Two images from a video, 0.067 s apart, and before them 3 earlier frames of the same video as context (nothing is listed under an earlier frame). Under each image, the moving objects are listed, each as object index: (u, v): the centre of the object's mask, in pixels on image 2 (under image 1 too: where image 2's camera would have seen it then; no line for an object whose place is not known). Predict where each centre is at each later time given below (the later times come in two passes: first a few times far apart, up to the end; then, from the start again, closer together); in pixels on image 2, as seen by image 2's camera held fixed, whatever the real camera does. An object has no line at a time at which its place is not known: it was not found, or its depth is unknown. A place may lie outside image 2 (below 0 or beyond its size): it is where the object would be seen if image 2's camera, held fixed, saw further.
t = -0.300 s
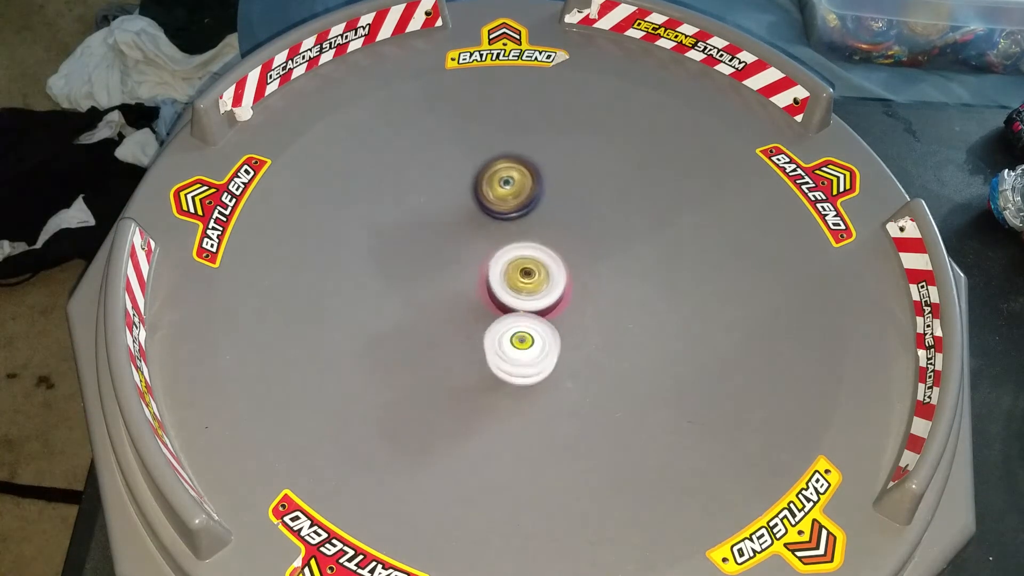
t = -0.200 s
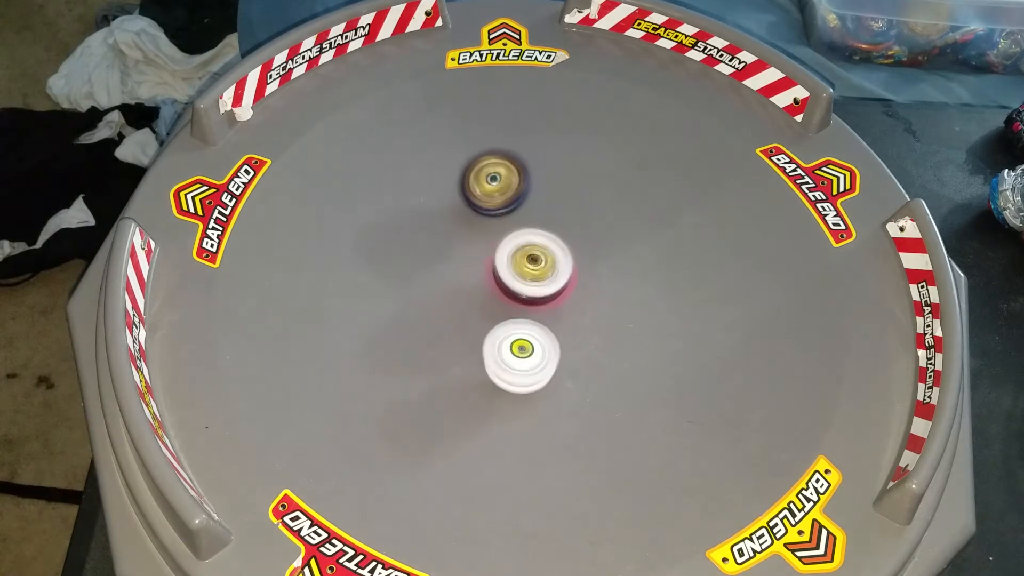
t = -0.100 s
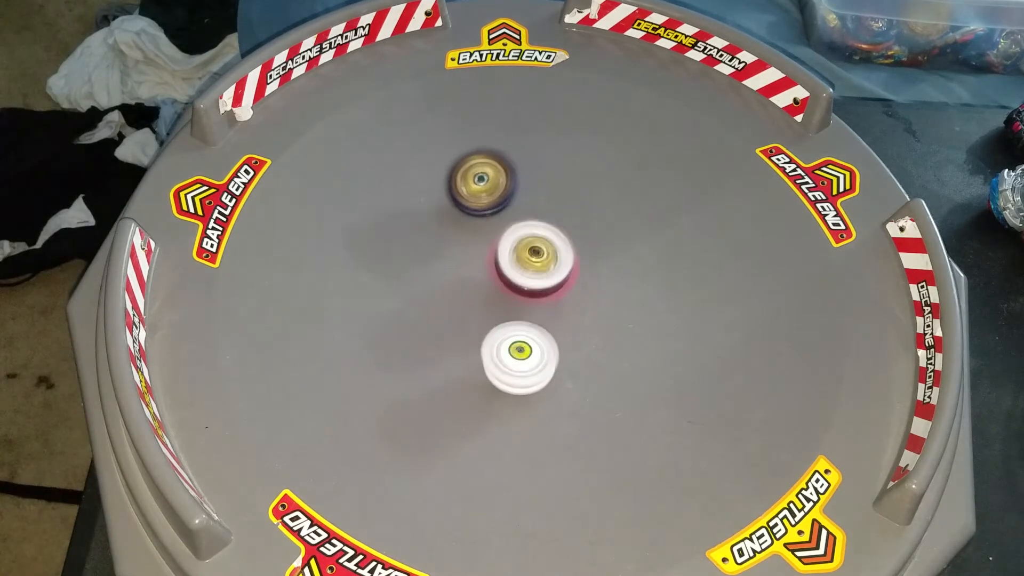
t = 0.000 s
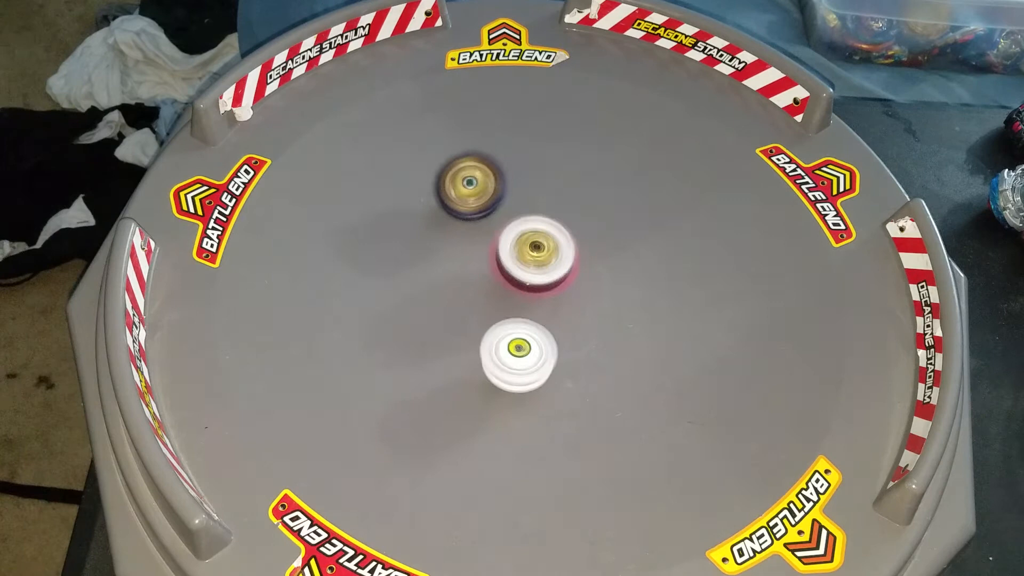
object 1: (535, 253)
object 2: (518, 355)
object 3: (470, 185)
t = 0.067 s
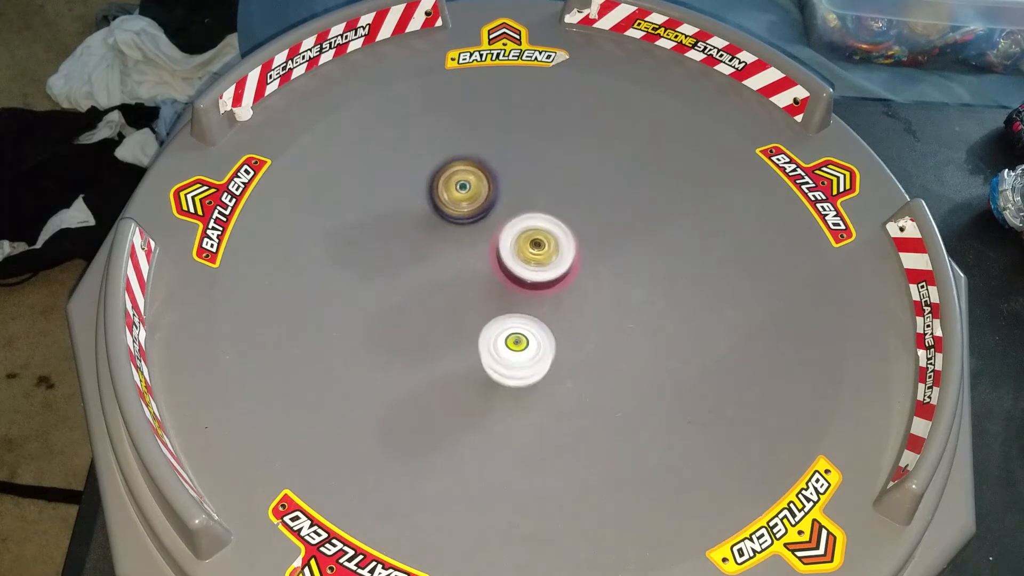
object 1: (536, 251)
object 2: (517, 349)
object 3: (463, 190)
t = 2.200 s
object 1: (587, 279)
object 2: (509, 261)
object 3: (608, 356)
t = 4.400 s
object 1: (578, 304)
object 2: (501, 268)
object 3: (391, 270)
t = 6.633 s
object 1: (531, 234)
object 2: (505, 354)
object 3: (547, 171)
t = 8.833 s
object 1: (382, 160)
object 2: (528, 285)
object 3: (703, 373)
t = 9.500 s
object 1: (525, 222)
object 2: (497, 321)
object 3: (543, 146)
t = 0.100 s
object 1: (536, 250)
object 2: (515, 346)
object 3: (460, 192)
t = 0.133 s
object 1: (536, 249)
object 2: (514, 341)
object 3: (457, 194)
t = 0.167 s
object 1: (536, 249)
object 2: (513, 336)
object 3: (454, 197)
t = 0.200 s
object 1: (536, 249)
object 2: (511, 330)
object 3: (451, 200)
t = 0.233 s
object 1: (536, 249)
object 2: (510, 322)
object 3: (449, 203)
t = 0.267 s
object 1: (536, 248)
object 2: (509, 314)
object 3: (446, 206)
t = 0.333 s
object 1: (542, 243)
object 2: (500, 305)
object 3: (442, 213)
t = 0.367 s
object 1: (544, 242)
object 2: (495, 302)
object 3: (440, 217)
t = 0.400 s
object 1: (545, 241)
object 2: (492, 298)
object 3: (438, 220)
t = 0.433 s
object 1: (547, 241)
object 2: (489, 293)
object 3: (436, 225)
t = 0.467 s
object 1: (548, 240)
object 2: (488, 288)
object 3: (435, 228)
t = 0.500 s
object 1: (549, 240)
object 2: (489, 283)
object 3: (433, 233)
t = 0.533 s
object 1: (553, 239)
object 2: (489, 280)
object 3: (430, 237)
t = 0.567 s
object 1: (559, 238)
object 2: (491, 281)
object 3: (425, 240)
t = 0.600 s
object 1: (562, 238)
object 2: (495, 283)
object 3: (420, 242)
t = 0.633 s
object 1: (564, 238)
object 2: (499, 286)
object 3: (417, 245)
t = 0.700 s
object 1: (569, 239)
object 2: (509, 294)
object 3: (411, 252)
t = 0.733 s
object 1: (572, 240)
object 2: (512, 299)
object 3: (410, 256)
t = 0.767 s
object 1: (574, 241)
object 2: (516, 304)
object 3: (409, 260)
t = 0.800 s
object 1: (576, 243)
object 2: (517, 308)
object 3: (409, 265)
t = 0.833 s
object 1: (577, 244)
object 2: (519, 312)
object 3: (410, 270)
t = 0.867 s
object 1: (579, 246)
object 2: (520, 315)
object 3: (410, 275)
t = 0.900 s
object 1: (580, 249)
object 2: (521, 317)
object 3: (412, 280)
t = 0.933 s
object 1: (580, 251)
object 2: (521, 319)
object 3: (414, 286)
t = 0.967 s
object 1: (580, 252)
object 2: (522, 320)
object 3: (416, 291)
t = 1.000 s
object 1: (581, 255)
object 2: (523, 322)
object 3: (418, 297)
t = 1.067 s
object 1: (579, 260)
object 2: (525, 320)
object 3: (423, 309)
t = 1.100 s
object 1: (577, 262)
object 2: (525, 319)
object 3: (426, 315)
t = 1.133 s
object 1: (576, 264)
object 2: (525, 316)
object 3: (429, 320)
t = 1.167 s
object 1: (577, 265)
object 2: (520, 316)
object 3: (432, 326)
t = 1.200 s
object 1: (580, 265)
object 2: (512, 315)
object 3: (435, 332)
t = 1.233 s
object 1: (580, 265)
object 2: (507, 312)
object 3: (436, 341)
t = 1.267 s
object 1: (579, 266)
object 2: (511, 301)
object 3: (433, 352)
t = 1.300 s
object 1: (588, 262)
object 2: (502, 296)
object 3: (431, 358)
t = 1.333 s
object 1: (598, 258)
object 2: (492, 293)
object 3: (431, 367)
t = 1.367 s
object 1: (605, 255)
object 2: (486, 289)
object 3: (433, 373)
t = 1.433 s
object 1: (609, 255)
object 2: (476, 276)
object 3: (439, 382)
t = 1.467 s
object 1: (610, 255)
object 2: (472, 269)
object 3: (443, 386)
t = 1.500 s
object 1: (611, 256)
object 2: (470, 263)
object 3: (448, 389)
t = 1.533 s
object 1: (611, 256)
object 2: (470, 257)
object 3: (454, 391)
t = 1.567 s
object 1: (612, 257)
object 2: (471, 252)
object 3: (460, 393)
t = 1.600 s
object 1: (612, 258)
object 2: (473, 247)
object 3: (467, 393)
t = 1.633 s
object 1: (612, 258)
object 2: (476, 242)
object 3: (474, 394)
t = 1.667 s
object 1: (611, 259)
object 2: (480, 239)
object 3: (481, 394)
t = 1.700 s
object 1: (610, 260)
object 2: (485, 237)
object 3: (488, 393)
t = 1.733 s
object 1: (610, 261)
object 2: (490, 235)
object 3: (496, 392)
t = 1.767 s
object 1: (608, 261)
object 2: (496, 235)
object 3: (503, 391)
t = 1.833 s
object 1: (605, 263)
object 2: (511, 237)
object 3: (519, 388)
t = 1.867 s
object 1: (602, 264)
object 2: (518, 241)
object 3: (527, 387)
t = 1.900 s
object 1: (600, 264)
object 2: (526, 244)
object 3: (536, 385)
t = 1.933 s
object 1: (601, 268)
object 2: (526, 245)
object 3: (544, 382)
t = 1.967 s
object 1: (602, 272)
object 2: (526, 246)
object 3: (553, 380)
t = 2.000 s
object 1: (601, 273)
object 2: (525, 248)
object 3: (561, 378)
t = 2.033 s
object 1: (600, 275)
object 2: (525, 251)
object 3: (570, 375)
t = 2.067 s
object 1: (598, 276)
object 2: (523, 253)
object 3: (578, 372)
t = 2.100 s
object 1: (595, 277)
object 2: (521, 256)
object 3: (586, 368)
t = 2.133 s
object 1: (593, 278)
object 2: (519, 258)
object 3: (594, 364)
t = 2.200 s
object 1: (587, 279)
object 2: (509, 261)
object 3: (608, 356)
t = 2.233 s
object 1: (583, 279)
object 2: (503, 261)
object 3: (615, 352)
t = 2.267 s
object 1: (579, 278)
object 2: (497, 261)
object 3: (622, 348)
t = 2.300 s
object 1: (573, 278)
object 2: (492, 260)
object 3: (630, 345)
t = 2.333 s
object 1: (567, 277)
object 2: (488, 260)
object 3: (636, 341)
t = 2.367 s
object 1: (561, 277)
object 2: (485, 260)
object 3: (641, 336)
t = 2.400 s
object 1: (556, 277)
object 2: (479, 260)
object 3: (644, 332)
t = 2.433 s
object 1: (552, 279)
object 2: (473, 261)
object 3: (648, 326)
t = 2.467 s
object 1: (548, 278)
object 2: (468, 261)
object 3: (650, 321)
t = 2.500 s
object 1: (545, 278)
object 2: (462, 261)
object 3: (651, 316)
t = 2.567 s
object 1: (536, 278)
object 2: (454, 262)
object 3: (653, 304)
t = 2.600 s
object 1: (532, 278)
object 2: (451, 263)
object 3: (653, 298)
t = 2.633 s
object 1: (528, 277)
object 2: (448, 264)
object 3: (652, 292)
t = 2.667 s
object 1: (524, 277)
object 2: (446, 265)
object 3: (651, 286)
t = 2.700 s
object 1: (520, 276)
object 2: (443, 265)
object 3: (650, 280)
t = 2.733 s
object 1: (517, 276)
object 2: (440, 265)
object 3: (648, 274)
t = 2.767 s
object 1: (514, 276)
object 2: (437, 264)
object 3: (646, 268)
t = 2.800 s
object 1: (511, 275)
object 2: (434, 264)
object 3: (644, 262)
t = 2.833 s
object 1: (509, 275)
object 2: (432, 263)
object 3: (640, 256)
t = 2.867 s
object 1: (507, 275)
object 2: (427, 262)
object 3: (637, 250)
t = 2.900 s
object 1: (505, 274)
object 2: (423, 260)
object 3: (634, 244)
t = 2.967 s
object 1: (502, 273)
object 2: (416, 258)
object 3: (626, 232)
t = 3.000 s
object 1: (501, 273)
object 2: (414, 256)
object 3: (622, 227)
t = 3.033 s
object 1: (500, 271)
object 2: (413, 256)
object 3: (616, 221)
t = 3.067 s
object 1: (499, 272)
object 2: (413, 254)
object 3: (612, 216)
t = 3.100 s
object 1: (499, 271)
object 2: (412, 254)
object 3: (606, 211)
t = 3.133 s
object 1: (498, 271)
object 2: (413, 253)
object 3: (601, 207)
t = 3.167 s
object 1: (498, 270)
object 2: (415, 252)
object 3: (595, 202)
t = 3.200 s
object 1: (498, 269)
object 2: (417, 252)
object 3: (588, 198)
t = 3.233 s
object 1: (499, 269)
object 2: (420, 253)
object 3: (582, 194)
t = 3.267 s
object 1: (499, 269)
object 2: (421, 253)
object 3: (576, 191)
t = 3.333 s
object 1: (501, 269)
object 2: (423, 251)
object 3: (562, 185)
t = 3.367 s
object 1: (502, 271)
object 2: (422, 250)
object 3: (555, 183)
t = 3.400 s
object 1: (503, 271)
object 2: (422, 249)
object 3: (548, 181)
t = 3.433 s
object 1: (504, 271)
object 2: (422, 248)
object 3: (540, 179)
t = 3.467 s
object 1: (506, 272)
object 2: (424, 247)
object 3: (533, 178)
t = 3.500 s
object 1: (507, 272)
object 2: (425, 246)
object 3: (526, 176)
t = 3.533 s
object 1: (509, 273)
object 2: (429, 246)
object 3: (519, 176)
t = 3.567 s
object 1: (510, 273)
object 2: (431, 246)
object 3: (512, 176)
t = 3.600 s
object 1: (512, 274)
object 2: (436, 247)
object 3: (504, 176)
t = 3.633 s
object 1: (514, 275)
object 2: (439, 247)
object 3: (497, 177)
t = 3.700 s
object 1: (518, 278)
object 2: (448, 248)
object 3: (483, 179)
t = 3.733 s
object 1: (525, 283)
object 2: (449, 244)
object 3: (476, 181)
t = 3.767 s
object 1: (533, 287)
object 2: (451, 243)
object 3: (469, 182)
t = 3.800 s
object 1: (540, 292)
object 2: (456, 243)
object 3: (462, 182)
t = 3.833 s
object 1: (548, 295)
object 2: (463, 248)
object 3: (453, 184)
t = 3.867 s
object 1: (554, 297)
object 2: (468, 254)
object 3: (446, 184)
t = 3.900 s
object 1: (562, 299)
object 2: (474, 259)
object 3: (439, 185)
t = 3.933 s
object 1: (567, 300)
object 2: (482, 264)
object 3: (433, 187)
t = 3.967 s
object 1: (572, 301)
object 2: (489, 270)
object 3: (428, 189)
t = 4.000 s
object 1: (576, 301)
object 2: (496, 274)
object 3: (423, 193)
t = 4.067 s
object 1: (581, 300)
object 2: (507, 281)
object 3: (414, 203)
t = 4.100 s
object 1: (583, 301)
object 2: (509, 281)
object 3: (410, 208)
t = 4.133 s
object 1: (583, 302)
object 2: (508, 281)
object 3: (406, 214)
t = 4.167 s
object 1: (584, 302)
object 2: (504, 280)
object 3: (403, 220)
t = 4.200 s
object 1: (584, 303)
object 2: (500, 278)
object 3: (400, 227)
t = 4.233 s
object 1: (584, 303)
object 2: (497, 276)
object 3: (397, 233)
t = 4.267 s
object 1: (583, 304)
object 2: (496, 274)
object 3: (395, 240)
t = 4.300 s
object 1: (582, 304)
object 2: (496, 272)
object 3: (394, 247)
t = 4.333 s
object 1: (581, 304)
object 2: (497, 270)
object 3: (392, 254)
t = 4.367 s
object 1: (579, 304)
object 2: (499, 269)
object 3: (391, 262)
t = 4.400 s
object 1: (578, 304)
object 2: (501, 268)
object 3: (391, 270)
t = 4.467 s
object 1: (574, 302)
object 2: (507, 267)
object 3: (392, 286)
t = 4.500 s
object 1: (573, 302)
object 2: (510, 268)
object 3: (393, 294)
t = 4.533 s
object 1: (575, 303)
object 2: (508, 266)
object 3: (394, 302)
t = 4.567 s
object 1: (575, 303)
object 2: (505, 264)
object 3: (397, 311)
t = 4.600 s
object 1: (573, 302)
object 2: (503, 262)
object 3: (400, 319)
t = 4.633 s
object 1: (572, 300)
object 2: (503, 260)
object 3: (402, 327)
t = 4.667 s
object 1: (572, 299)
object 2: (503, 258)
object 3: (407, 335)
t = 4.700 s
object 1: (571, 297)
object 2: (503, 258)
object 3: (411, 343)
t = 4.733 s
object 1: (570, 295)
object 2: (504, 257)
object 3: (416, 351)
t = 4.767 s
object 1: (569, 293)
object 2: (505, 256)
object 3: (423, 359)
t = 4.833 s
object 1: (574, 291)
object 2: (494, 253)
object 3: (435, 373)
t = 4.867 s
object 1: (573, 289)
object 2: (489, 251)
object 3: (443, 379)
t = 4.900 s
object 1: (574, 287)
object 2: (484, 250)
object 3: (451, 385)
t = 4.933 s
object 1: (574, 285)
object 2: (479, 249)
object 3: (459, 390)
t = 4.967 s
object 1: (574, 284)
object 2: (475, 249)
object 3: (468, 395)
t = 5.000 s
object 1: (574, 282)
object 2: (471, 250)
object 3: (477, 400)
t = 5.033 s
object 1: (574, 279)
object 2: (467, 250)
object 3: (486, 404)
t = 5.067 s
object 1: (574, 278)
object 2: (463, 251)
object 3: (495, 406)
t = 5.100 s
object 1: (573, 277)
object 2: (461, 253)
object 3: (504, 409)
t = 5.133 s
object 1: (573, 274)
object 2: (460, 254)
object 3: (514, 410)
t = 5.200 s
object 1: (572, 271)
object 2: (458, 258)
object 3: (532, 411)
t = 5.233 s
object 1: (572, 269)
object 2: (458, 261)
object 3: (541, 411)
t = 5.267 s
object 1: (571, 267)
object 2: (458, 263)
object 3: (550, 409)
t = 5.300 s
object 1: (570, 265)
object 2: (458, 266)
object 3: (558, 407)
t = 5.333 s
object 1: (569, 265)
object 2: (459, 268)
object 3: (567, 405)
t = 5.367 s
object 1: (569, 262)
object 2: (460, 269)
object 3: (575, 402)
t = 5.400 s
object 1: (568, 261)
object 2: (463, 273)
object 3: (582, 399)
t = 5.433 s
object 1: (566, 261)
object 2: (466, 276)
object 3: (589, 394)
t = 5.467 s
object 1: (566, 259)
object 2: (470, 279)
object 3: (596, 391)
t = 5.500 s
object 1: (564, 258)
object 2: (475, 282)
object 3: (603, 385)
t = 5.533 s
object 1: (563, 256)
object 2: (479, 285)
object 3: (609, 380)
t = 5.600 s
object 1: (560, 254)
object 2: (490, 291)
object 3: (620, 369)
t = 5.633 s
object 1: (559, 254)
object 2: (494, 294)
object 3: (626, 362)
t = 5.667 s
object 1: (559, 253)
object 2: (495, 297)
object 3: (631, 355)
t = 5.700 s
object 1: (557, 254)
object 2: (495, 300)
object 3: (634, 349)
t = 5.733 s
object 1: (556, 253)
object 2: (494, 304)
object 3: (638, 342)
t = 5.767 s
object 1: (555, 252)
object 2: (494, 307)
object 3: (641, 334)
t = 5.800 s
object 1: (554, 252)
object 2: (494, 310)
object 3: (644, 326)
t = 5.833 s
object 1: (552, 252)
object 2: (494, 313)
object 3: (646, 319)
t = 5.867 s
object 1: (551, 251)
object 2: (494, 314)
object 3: (648, 311)
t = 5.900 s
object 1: (549, 251)
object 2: (495, 315)
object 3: (649, 303)
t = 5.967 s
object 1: (546, 250)
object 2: (498, 315)
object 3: (650, 287)
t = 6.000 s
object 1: (544, 251)
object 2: (501, 314)
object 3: (650, 279)
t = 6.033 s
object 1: (542, 250)
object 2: (504, 313)
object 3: (648, 270)
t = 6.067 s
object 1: (541, 250)
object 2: (507, 311)
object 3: (646, 263)
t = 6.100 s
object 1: (541, 249)
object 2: (506, 312)
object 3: (644, 255)
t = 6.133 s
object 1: (540, 249)
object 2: (505, 315)
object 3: (642, 248)
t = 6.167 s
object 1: (537, 249)
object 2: (504, 317)
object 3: (638, 240)
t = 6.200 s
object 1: (536, 248)
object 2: (503, 318)
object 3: (634, 233)
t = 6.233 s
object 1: (536, 248)
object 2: (503, 318)
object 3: (630, 226)
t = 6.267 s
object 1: (533, 248)
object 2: (503, 317)
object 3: (625, 220)
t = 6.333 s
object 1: (532, 247)
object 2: (504, 314)
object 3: (613, 208)
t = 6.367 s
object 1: (530, 247)
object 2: (504, 311)
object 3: (607, 202)
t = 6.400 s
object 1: (529, 244)
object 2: (505, 313)
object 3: (600, 197)
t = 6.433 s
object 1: (531, 238)
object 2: (502, 321)
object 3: (593, 192)
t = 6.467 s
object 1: (533, 236)
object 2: (501, 327)
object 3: (586, 188)
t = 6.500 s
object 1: (533, 236)
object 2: (499, 332)
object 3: (579, 184)
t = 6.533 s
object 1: (531, 234)
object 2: (500, 338)
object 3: (572, 180)
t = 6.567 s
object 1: (531, 234)
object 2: (501, 344)
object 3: (564, 177)
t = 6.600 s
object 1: (531, 233)
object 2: (503, 349)
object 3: (556, 173)
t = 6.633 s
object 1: (531, 234)
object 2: (505, 354)
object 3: (547, 171)
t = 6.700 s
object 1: (529, 234)
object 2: (511, 364)
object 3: (530, 167)
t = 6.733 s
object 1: (529, 235)
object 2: (515, 368)
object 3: (521, 166)
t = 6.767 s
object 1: (529, 236)
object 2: (518, 372)
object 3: (513, 166)
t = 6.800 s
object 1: (528, 237)
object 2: (521, 375)
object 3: (505, 166)
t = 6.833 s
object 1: (527, 238)
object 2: (525, 379)
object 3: (496, 167)
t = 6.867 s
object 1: (526, 239)
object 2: (528, 382)
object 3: (488, 168)
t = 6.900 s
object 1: (525, 241)
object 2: (531, 384)
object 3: (480, 170)
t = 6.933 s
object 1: (524, 242)
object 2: (534, 385)
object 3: (472, 172)
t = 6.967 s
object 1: (521, 245)
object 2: (537, 387)
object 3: (464, 174)
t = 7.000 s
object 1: (520, 248)
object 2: (539, 387)
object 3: (456, 178)
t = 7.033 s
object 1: (518, 252)
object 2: (541, 387)
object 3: (449, 181)
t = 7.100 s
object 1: (515, 262)
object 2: (545, 386)
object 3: (435, 190)
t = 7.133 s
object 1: (512, 267)
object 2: (545, 384)
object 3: (428, 195)
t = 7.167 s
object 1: (512, 272)
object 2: (546, 382)
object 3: (422, 201)
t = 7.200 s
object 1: (512, 277)
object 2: (546, 378)
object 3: (416, 207)
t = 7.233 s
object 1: (512, 282)
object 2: (547, 374)
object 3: (411, 213)
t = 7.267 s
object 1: (513, 287)
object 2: (547, 371)
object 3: (406, 220)
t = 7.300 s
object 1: (513, 294)
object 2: (547, 366)
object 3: (402, 227)
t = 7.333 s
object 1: (514, 297)
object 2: (547, 362)
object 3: (398, 234)
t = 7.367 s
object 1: (512, 292)
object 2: (554, 372)
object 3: (395, 241)
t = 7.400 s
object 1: (509, 285)
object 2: (561, 383)
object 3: (392, 249)
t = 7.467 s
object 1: (511, 280)
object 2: (570, 393)
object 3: (389, 267)
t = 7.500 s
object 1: (512, 280)
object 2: (573, 396)
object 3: (389, 275)
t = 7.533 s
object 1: (510, 280)
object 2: (579, 399)
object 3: (389, 284)
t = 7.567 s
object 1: (510, 279)
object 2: (584, 402)
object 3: (389, 294)
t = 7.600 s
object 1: (511, 279)
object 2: (590, 403)
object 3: (391, 303)
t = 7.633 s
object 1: (511, 280)
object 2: (595, 404)
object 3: (394, 312)
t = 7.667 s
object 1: (511, 279)
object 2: (600, 403)
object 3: (398, 321)
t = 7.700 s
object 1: (511, 280)
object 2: (604, 402)
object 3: (402, 330)
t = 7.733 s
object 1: (512, 279)
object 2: (608, 399)
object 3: (407, 338)
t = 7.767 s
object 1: (512, 280)
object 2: (610, 396)
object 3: (412, 347)
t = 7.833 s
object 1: (513, 280)
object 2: (613, 389)
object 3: (426, 364)
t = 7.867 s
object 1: (514, 280)
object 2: (614, 383)
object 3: (434, 372)
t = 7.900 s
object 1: (515, 281)
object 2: (613, 379)
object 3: (441, 379)
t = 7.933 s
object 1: (516, 281)
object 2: (612, 373)
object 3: (450, 385)
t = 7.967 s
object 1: (516, 281)
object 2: (610, 368)
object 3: (459, 391)
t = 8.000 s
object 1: (518, 281)
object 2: (607, 363)
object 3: (469, 396)
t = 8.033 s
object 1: (518, 281)
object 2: (604, 358)
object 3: (478, 400)
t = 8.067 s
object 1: (518, 281)
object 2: (600, 353)
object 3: (488, 404)
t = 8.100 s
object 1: (518, 282)
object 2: (596, 349)
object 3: (498, 407)
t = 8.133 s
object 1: (519, 283)
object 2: (590, 345)
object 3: (508, 409)
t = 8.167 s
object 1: (519, 282)
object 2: (585, 341)
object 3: (517, 409)
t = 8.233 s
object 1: (519, 283)
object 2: (573, 336)
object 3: (537, 408)
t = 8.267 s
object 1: (514, 277)
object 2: (573, 342)
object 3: (546, 408)
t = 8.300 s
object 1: (510, 272)
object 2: (565, 327)
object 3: (567, 430)
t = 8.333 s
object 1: (503, 262)
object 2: (558, 315)
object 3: (584, 448)
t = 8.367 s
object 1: (495, 246)
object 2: (559, 316)
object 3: (601, 457)
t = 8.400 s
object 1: (482, 234)
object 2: (561, 317)
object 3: (614, 463)
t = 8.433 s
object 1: (470, 221)
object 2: (562, 316)
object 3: (628, 465)
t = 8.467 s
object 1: (459, 210)
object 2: (561, 314)
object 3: (641, 465)
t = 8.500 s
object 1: (449, 201)
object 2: (559, 311)
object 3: (651, 462)
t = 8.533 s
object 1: (440, 191)
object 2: (557, 307)
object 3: (662, 458)
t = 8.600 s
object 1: (418, 176)
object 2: (552, 301)
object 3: (678, 445)
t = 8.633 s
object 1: (410, 170)
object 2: (549, 299)
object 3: (685, 438)
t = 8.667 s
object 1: (400, 165)
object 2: (546, 296)
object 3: (690, 429)
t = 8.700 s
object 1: (394, 162)
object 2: (543, 293)
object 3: (694, 419)
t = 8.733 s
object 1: (389, 160)
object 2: (540, 291)
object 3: (698, 409)
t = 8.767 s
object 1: (384, 159)
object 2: (536, 287)
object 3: (701, 397)
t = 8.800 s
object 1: (382, 158)
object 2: (532, 286)
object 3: (703, 385)
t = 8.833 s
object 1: (382, 160)
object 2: (528, 285)
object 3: (703, 373)
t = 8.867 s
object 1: (382, 161)
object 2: (525, 285)
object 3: (704, 359)
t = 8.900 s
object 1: (381, 163)
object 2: (521, 284)
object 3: (704, 345)
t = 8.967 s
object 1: (378, 168)
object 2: (511, 282)
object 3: (699, 317)
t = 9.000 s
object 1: (380, 169)
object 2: (507, 280)
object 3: (696, 302)
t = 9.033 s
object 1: (382, 173)
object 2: (503, 278)
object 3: (692, 288)
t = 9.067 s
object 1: (386, 177)
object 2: (501, 276)
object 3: (685, 274)
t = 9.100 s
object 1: (391, 181)
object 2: (499, 275)
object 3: (678, 261)
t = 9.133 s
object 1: (397, 188)
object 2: (498, 274)
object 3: (671, 247)
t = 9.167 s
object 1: (406, 196)
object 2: (498, 274)
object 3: (662, 235)
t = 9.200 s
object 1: (416, 201)
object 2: (497, 273)
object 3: (652, 223)
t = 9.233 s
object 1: (425, 209)
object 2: (497, 273)
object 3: (642, 211)
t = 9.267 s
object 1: (440, 217)
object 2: (497, 273)
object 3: (631, 200)
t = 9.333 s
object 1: (464, 223)
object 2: (502, 290)
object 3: (608, 181)
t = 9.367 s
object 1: (475, 223)
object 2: (503, 300)
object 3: (595, 173)
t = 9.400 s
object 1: (489, 224)
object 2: (504, 308)
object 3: (583, 165)
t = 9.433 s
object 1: (500, 223)
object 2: (502, 314)
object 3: (570, 158)
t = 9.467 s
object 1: (514, 223)
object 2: (498, 319)
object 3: (556, 152)
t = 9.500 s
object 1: (525, 222)
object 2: (497, 321)
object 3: (543, 146)
